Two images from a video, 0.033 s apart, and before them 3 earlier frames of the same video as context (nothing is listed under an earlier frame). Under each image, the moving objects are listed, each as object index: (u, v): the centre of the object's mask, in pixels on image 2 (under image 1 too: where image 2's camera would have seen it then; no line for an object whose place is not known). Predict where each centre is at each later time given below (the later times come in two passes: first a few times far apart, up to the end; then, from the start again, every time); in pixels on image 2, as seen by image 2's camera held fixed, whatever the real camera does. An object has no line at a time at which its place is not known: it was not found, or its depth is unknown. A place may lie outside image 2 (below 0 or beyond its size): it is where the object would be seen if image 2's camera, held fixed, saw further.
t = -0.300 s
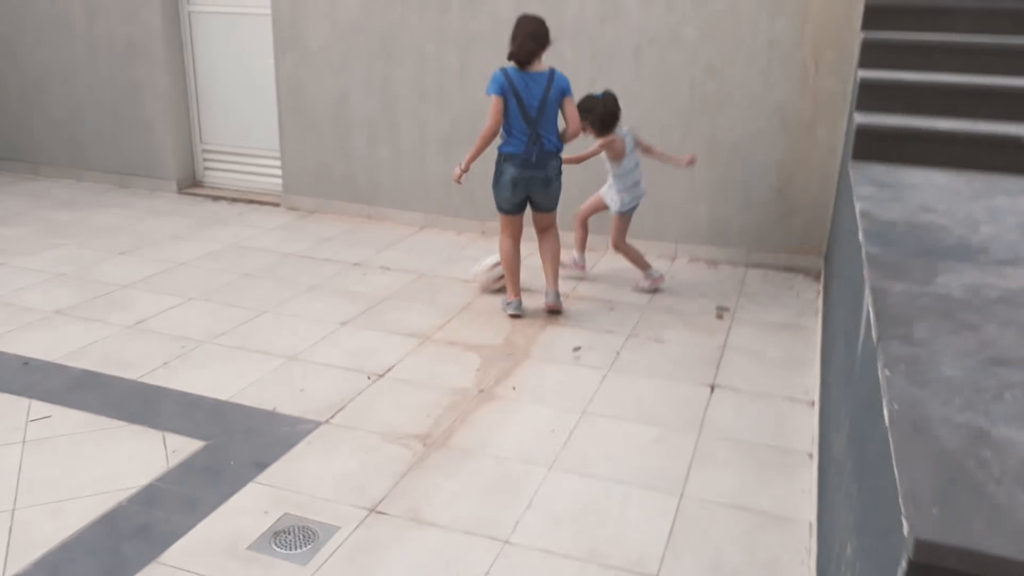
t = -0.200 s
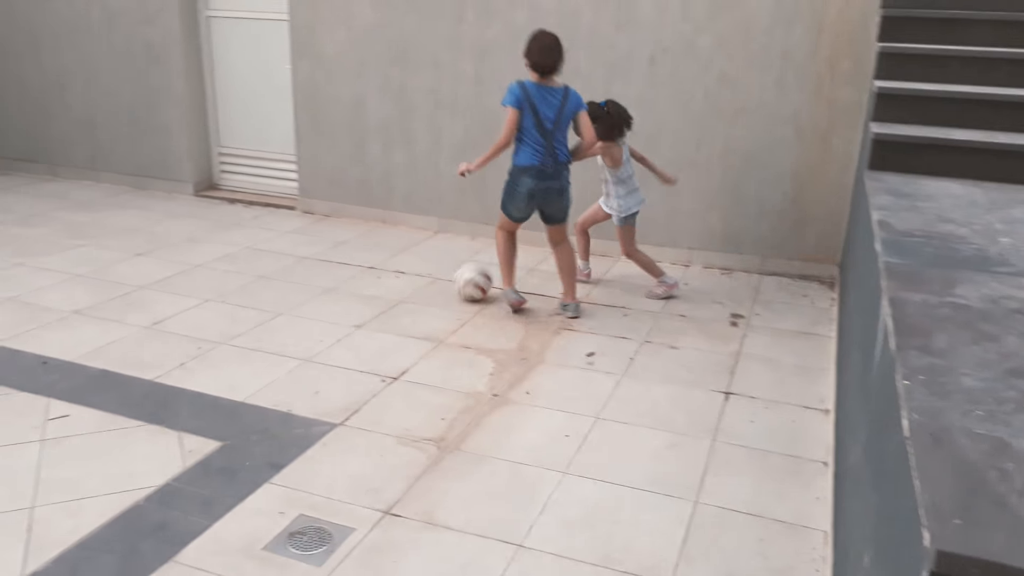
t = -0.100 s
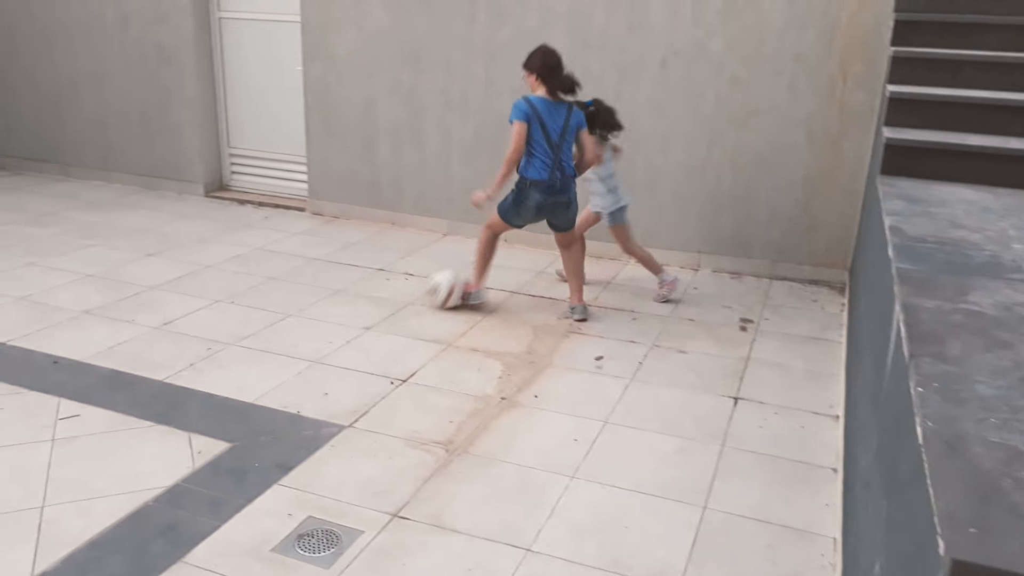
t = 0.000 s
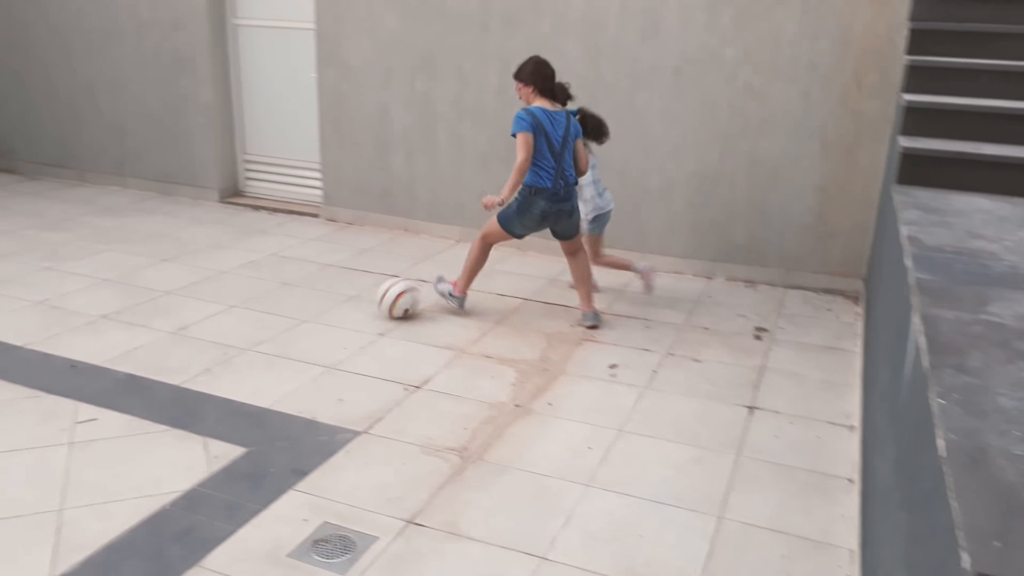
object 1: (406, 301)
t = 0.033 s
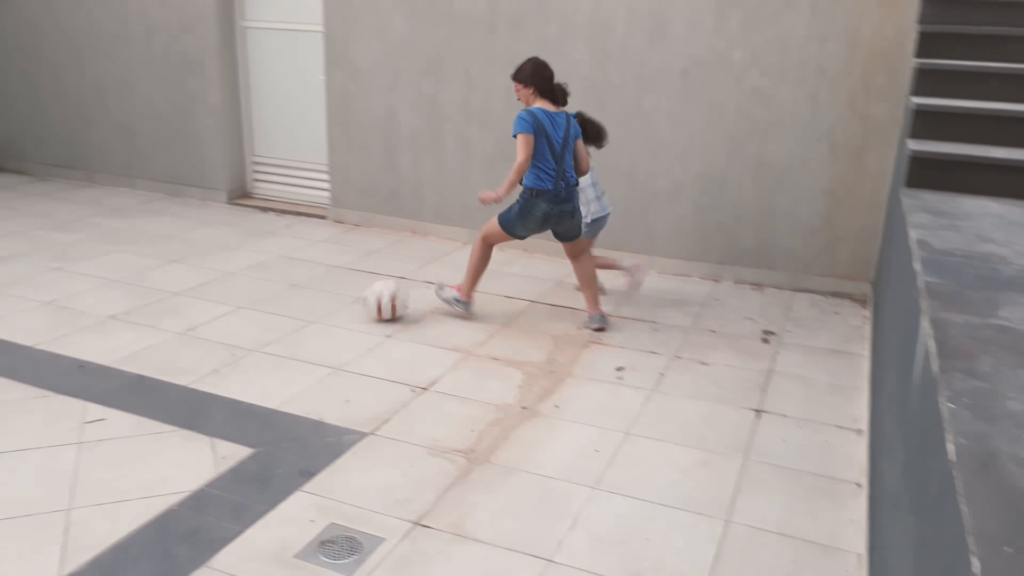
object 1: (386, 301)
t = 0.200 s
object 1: (298, 306)
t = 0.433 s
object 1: (172, 315)
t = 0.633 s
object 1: (58, 323)
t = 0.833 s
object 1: (-65, 332)
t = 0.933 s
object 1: (-127, 337)
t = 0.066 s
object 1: (368, 302)
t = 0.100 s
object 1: (350, 303)
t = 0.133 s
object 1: (332, 305)
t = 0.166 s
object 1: (314, 306)
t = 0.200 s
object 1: (298, 306)
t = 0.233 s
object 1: (281, 308)
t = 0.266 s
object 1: (263, 309)
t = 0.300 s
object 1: (244, 310)
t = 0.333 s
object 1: (226, 311)
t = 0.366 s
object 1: (208, 312)
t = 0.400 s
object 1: (190, 313)
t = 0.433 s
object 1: (172, 315)
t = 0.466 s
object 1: (154, 316)
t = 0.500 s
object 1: (135, 318)
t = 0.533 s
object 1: (116, 319)
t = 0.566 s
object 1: (97, 320)
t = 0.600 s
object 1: (77, 322)
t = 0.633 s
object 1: (58, 323)
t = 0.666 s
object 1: (37, 324)
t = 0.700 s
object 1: (19, 327)
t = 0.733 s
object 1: (-1, 327)
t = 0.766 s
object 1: (-23, 330)
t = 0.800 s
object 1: (-44, 331)
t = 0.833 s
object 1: (-65, 332)
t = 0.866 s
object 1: (-85, 334)
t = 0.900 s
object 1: (-106, 335)
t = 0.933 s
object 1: (-127, 337)
